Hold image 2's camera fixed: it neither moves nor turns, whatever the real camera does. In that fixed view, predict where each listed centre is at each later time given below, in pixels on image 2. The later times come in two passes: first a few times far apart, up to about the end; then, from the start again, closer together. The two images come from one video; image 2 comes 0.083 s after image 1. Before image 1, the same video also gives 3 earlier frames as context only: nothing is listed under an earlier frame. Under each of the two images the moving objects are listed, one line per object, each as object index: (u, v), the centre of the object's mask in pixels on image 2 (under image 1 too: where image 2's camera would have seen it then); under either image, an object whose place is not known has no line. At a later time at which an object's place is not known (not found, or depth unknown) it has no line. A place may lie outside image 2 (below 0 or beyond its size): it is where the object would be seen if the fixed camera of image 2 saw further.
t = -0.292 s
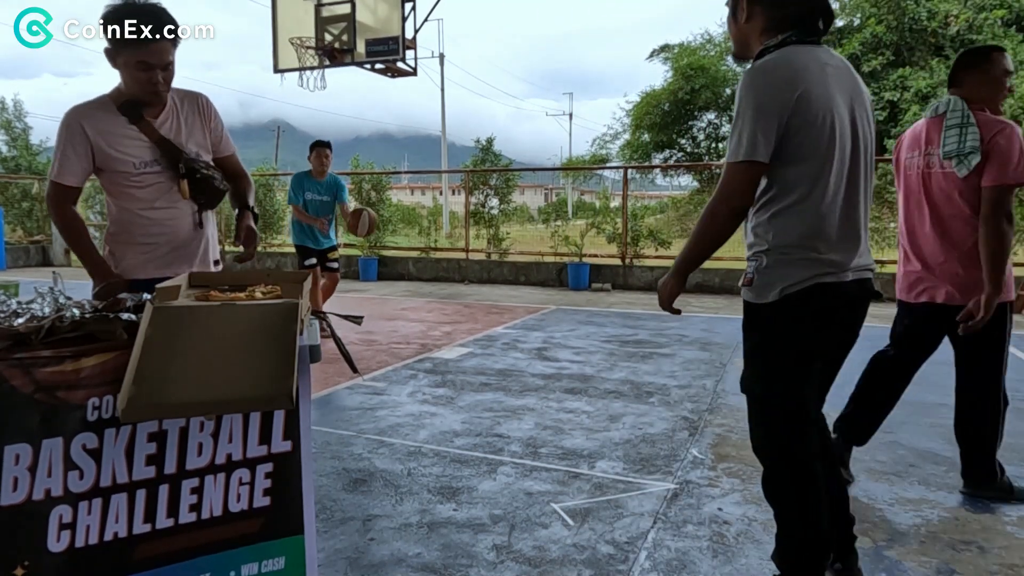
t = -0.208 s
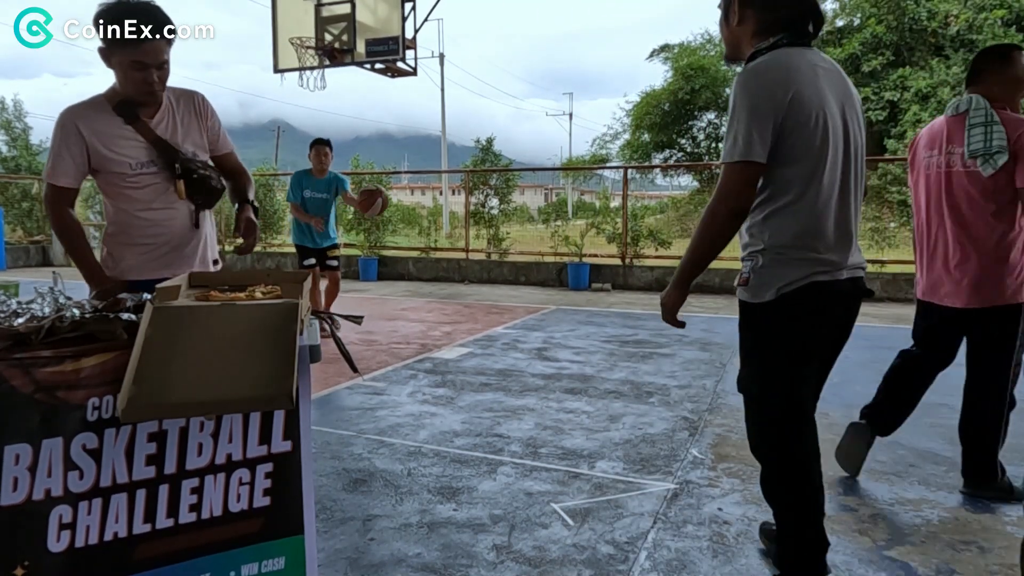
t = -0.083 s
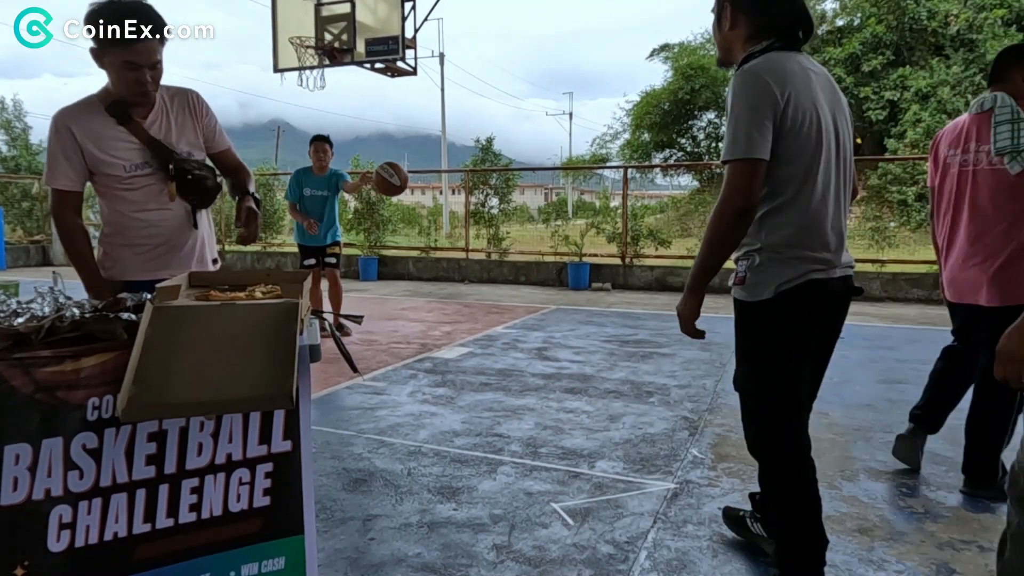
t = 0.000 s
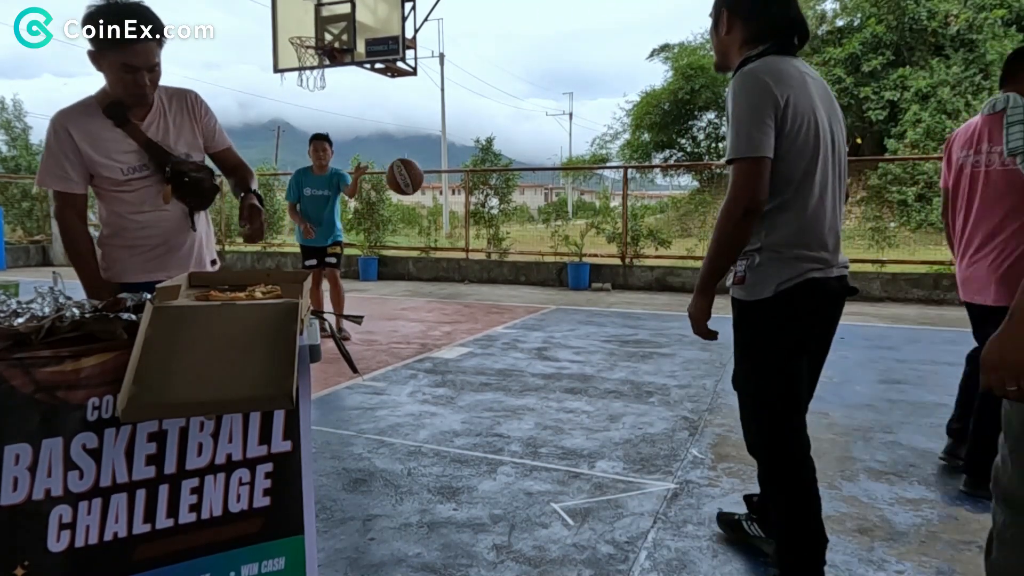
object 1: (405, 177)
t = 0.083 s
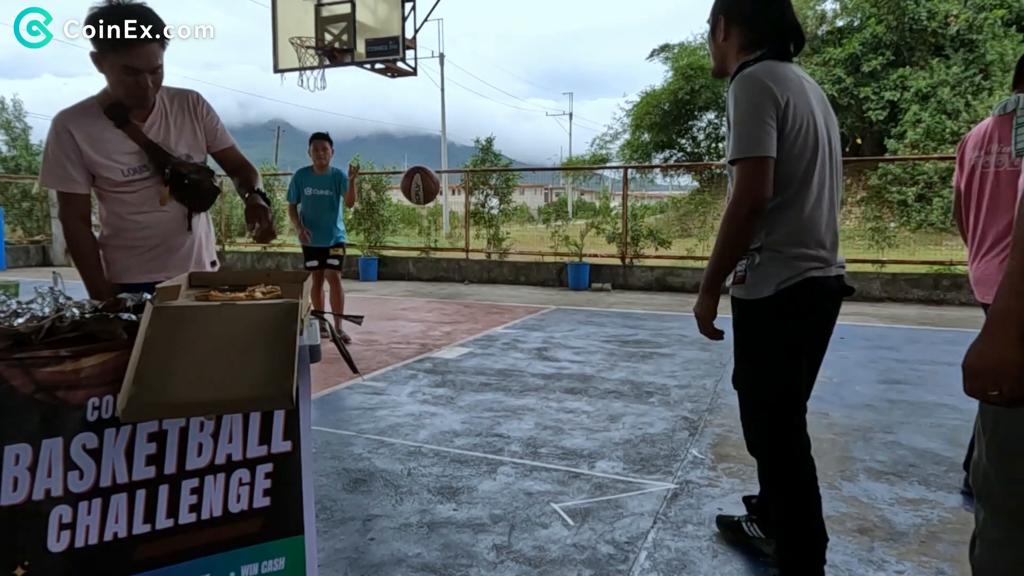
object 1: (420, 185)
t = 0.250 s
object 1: (457, 241)
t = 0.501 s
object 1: (532, 393)
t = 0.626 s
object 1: (580, 313)
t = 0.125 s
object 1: (428, 195)
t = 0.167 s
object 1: (437, 206)
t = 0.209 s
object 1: (447, 222)
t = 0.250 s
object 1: (457, 241)
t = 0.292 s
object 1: (467, 266)
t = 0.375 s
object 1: (491, 331)
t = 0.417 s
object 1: (505, 372)
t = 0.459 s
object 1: (518, 419)
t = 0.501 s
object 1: (532, 393)
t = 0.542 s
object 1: (547, 364)
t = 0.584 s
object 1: (563, 338)
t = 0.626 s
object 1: (580, 313)
